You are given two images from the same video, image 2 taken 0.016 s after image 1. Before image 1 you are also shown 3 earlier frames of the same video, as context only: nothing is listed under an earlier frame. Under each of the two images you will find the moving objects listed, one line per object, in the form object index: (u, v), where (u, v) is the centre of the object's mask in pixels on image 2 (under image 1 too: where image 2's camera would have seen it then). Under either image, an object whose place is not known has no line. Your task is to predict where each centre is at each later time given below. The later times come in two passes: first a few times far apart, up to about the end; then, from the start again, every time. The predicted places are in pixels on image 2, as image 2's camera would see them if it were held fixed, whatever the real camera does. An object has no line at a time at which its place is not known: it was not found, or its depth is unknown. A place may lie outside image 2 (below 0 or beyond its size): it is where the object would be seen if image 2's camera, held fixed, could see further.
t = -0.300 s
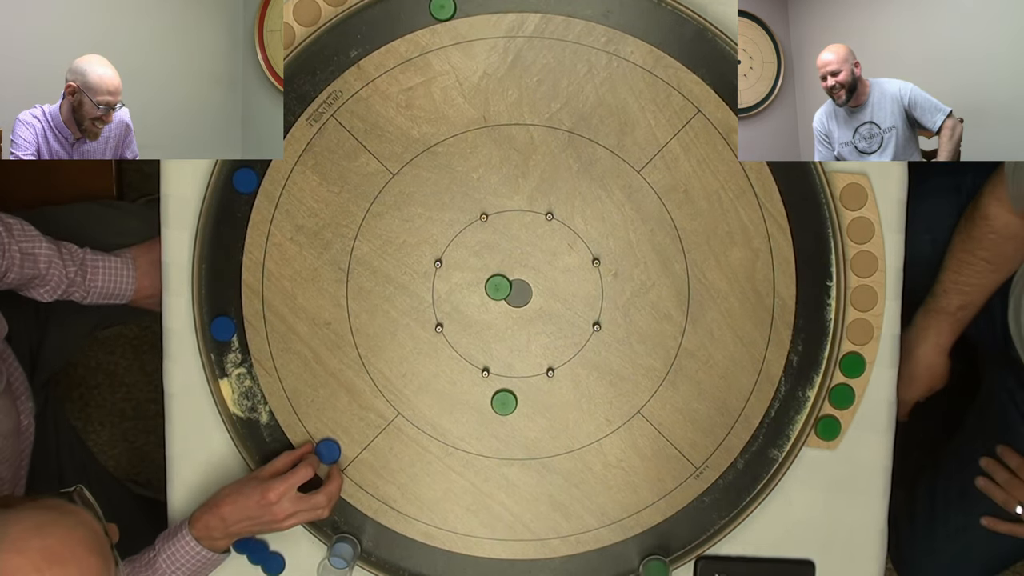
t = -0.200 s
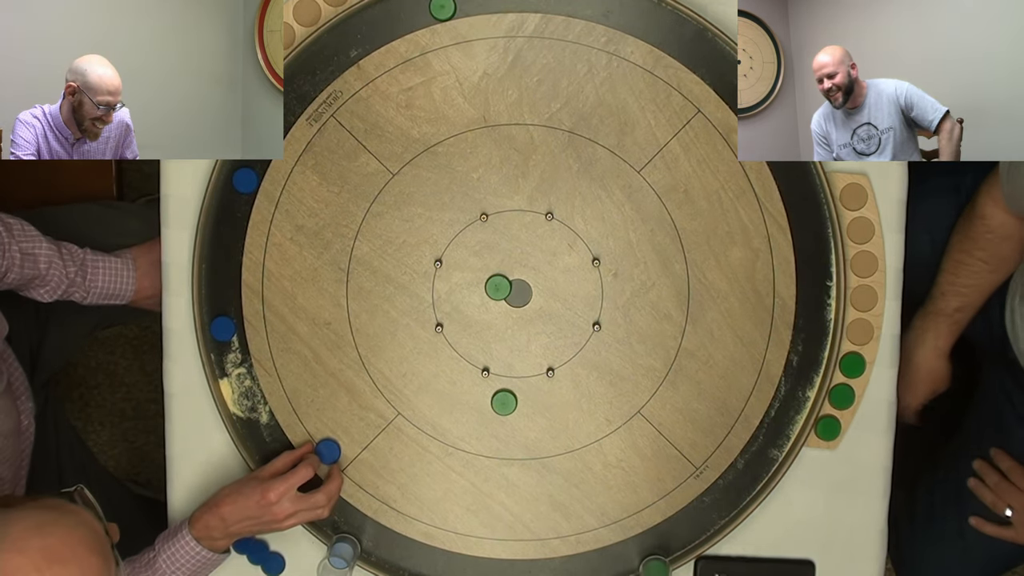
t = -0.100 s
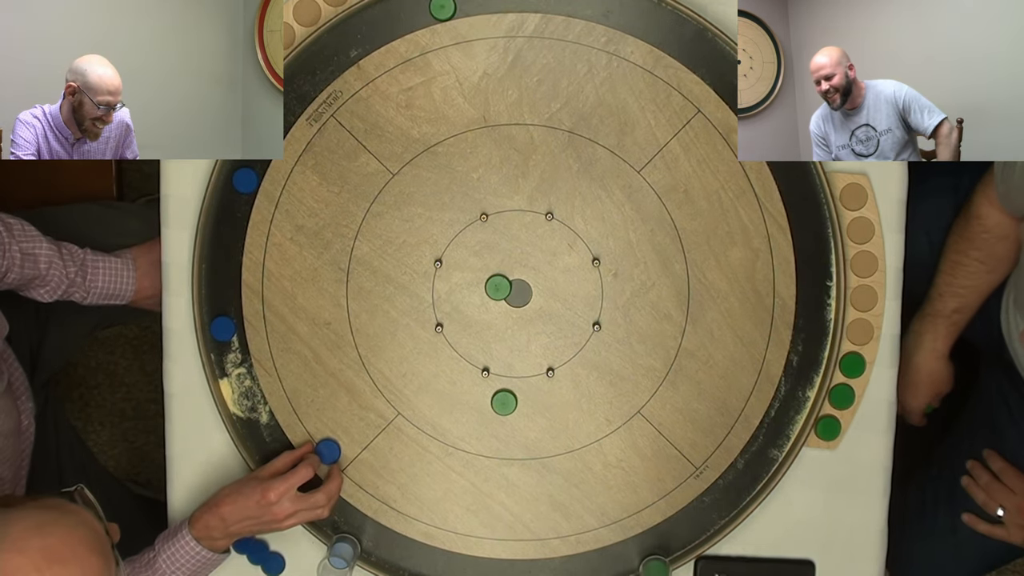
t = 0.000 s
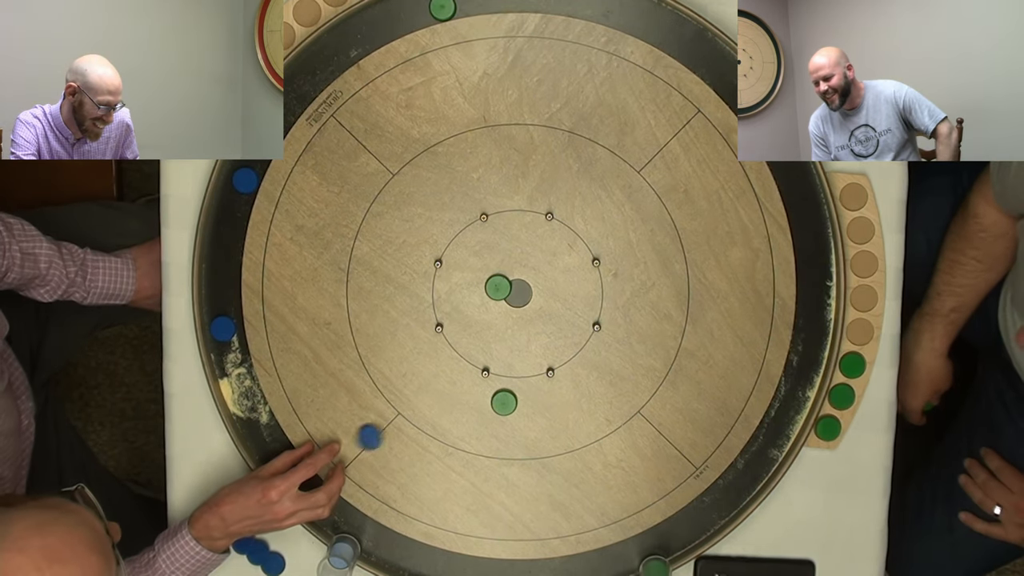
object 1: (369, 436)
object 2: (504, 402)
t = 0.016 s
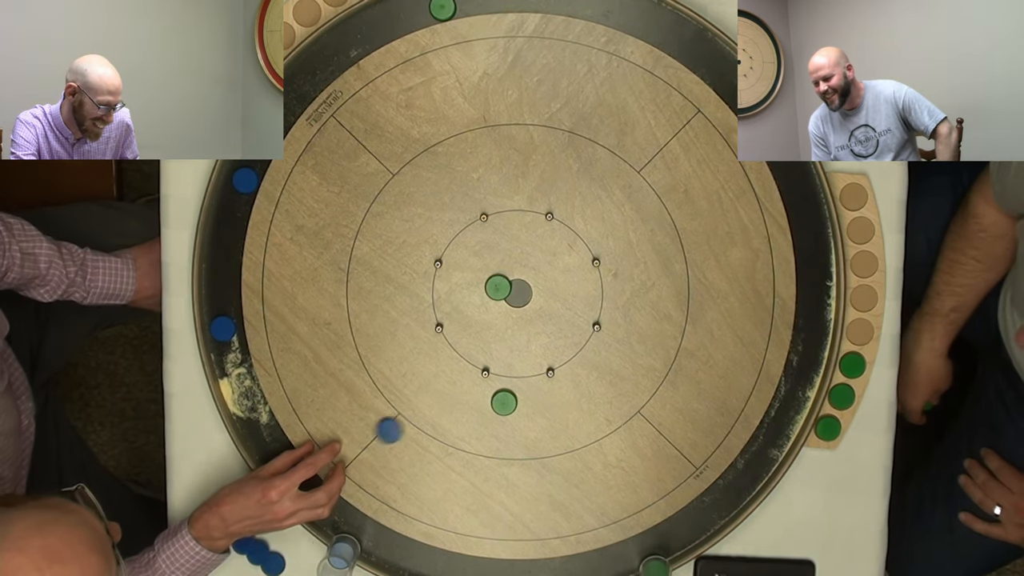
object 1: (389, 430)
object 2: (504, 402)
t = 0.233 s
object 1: (469, 410)
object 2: (626, 403)
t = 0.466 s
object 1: (463, 420)
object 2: (792, 403)
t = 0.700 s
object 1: (463, 421)
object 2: (790, 392)
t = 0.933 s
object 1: (463, 420)
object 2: (800, 398)
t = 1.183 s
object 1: (463, 421)
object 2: (800, 398)
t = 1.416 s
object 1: (463, 421)
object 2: (800, 398)
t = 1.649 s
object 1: (463, 420)
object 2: (800, 398)
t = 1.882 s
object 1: (463, 421)
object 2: (800, 398)
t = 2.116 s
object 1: (463, 421)
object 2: (800, 398)
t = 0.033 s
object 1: (408, 423)
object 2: (504, 402)
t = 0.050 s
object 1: (426, 417)
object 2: (504, 402)
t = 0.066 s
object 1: (444, 411)
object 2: (504, 402)
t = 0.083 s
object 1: (462, 405)
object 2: (504, 402)
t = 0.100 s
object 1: (477, 399)
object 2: (506, 402)
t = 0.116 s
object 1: (480, 393)
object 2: (522, 402)
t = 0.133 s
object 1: (481, 389)
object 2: (537, 402)
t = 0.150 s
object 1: (479, 393)
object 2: (552, 403)
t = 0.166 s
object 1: (477, 397)
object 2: (568, 403)
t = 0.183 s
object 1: (474, 401)
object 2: (583, 403)
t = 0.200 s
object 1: (472, 404)
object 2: (598, 403)
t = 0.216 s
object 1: (471, 407)
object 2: (612, 403)
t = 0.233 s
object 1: (469, 410)
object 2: (626, 403)
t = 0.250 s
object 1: (468, 413)
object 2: (640, 403)
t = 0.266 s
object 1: (466, 415)
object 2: (654, 404)
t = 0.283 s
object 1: (465, 417)
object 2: (668, 404)
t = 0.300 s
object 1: (464, 418)
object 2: (681, 404)
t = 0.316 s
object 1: (464, 419)
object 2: (694, 404)
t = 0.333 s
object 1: (463, 420)
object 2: (707, 404)
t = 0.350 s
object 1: (463, 420)
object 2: (719, 404)
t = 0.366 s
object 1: (463, 420)
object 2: (730, 404)
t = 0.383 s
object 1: (463, 420)
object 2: (742, 404)
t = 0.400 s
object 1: (463, 421)
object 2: (753, 403)
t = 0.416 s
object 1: (463, 421)
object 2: (763, 404)
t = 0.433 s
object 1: (463, 421)
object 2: (773, 404)
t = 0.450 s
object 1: (463, 421)
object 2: (783, 404)
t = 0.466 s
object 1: (463, 420)
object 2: (792, 403)
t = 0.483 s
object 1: (463, 420)
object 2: (798, 401)
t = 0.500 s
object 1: (463, 420)
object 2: (795, 397)
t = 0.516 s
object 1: (463, 420)
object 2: (791, 393)
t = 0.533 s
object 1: (463, 420)
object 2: (791, 392)
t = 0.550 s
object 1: (463, 421)
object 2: (794, 393)
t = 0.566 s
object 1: (463, 421)
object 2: (797, 394)
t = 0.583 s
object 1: (463, 421)
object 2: (801, 395)
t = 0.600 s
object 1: (463, 420)
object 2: (800, 394)
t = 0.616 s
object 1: (463, 420)
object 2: (797, 393)
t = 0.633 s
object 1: (463, 420)
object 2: (795, 393)
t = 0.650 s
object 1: (463, 421)
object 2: (793, 392)
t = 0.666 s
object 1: (463, 421)
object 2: (790, 391)
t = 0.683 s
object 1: (463, 421)
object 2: (789, 391)
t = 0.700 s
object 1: (463, 421)
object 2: (790, 392)
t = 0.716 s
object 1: (463, 420)
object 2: (792, 392)
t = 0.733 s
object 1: (463, 420)
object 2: (794, 393)
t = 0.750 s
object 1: (463, 421)
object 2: (795, 394)
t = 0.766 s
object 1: (463, 421)
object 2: (795, 394)
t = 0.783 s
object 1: (463, 420)
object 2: (796, 395)
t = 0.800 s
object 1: (463, 420)
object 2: (797, 396)
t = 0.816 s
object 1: (463, 420)
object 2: (798, 396)
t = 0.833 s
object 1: (463, 420)
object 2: (799, 397)
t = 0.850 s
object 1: (463, 420)
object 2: (800, 397)
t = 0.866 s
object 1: (463, 420)
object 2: (800, 397)
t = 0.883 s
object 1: (463, 420)
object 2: (800, 397)
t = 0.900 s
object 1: (463, 420)
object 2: (800, 398)
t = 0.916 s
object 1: (463, 420)
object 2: (800, 398)
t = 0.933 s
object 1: (463, 420)
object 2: (800, 398)
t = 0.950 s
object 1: (463, 421)
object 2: (800, 398)
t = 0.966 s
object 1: (463, 420)
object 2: (800, 398)
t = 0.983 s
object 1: (463, 420)
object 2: (800, 398)
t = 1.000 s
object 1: (463, 420)
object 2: (800, 398)
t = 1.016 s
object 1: (463, 421)
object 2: (800, 398)
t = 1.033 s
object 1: (463, 421)
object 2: (800, 398)
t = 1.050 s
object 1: (463, 420)
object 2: (800, 398)
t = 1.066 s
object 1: (463, 420)
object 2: (800, 398)
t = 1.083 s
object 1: (463, 420)
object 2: (800, 398)
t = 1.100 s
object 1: (463, 421)
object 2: (800, 398)
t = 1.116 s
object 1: (463, 420)
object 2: (800, 398)
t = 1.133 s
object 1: (463, 421)
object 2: (800, 398)
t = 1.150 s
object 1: (463, 420)
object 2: (800, 398)
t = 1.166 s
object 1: (463, 421)
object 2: (800, 398)
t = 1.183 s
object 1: (463, 421)
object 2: (800, 398)
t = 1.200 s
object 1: (463, 420)
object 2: (800, 398)
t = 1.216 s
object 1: (463, 420)
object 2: (800, 398)
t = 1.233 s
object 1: (463, 420)
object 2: (800, 398)
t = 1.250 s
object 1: (463, 421)
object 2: (800, 398)
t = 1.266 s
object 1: (463, 421)
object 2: (800, 398)
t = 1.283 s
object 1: (463, 421)
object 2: (800, 398)
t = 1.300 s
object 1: (463, 421)
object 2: (800, 398)
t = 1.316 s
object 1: (463, 421)
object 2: (800, 398)
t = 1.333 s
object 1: (463, 421)
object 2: (800, 398)
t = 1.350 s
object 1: (463, 421)
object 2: (800, 398)
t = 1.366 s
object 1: (463, 421)
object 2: (800, 398)
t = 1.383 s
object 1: (463, 420)
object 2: (800, 398)
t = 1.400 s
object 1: (463, 420)
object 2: (800, 398)
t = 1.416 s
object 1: (463, 421)
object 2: (800, 398)
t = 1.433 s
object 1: (463, 421)
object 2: (800, 398)
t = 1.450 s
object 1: (463, 421)
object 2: (800, 398)
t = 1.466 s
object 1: (463, 421)
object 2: (800, 398)
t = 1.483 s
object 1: (463, 421)
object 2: (800, 398)
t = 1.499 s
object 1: (463, 420)
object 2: (800, 398)
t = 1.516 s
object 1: (463, 420)
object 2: (800, 398)
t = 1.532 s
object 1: (463, 420)
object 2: (800, 398)
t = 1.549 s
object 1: (463, 421)
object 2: (800, 398)
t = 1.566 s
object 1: (463, 421)
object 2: (800, 398)
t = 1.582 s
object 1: (463, 420)
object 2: (800, 398)
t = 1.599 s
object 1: (463, 421)
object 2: (800, 398)
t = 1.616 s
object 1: (463, 420)
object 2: (800, 398)
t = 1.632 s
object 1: (463, 421)
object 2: (800, 398)
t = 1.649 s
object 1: (463, 420)
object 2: (800, 398)
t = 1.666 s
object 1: (463, 420)
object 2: (800, 398)
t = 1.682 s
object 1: (463, 421)
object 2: (800, 398)
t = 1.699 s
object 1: (463, 421)
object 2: (800, 398)
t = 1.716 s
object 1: (463, 421)
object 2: (800, 398)
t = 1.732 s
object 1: (463, 421)
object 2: (800, 398)
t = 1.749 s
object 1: (463, 420)
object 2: (800, 398)
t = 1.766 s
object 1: (463, 420)
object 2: (800, 398)
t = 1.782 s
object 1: (463, 421)
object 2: (800, 398)
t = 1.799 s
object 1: (463, 421)
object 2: (800, 398)
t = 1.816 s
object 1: (463, 421)
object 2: (800, 398)
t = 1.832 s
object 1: (463, 421)
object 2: (800, 398)
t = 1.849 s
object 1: (463, 421)
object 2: (800, 398)
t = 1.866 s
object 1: (463, 421)
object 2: (800, 398)
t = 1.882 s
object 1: (463, 421)
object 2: (800, 398)
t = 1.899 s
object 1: (463, 421)
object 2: (800, 398)
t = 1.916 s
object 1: (463, 420)
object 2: (800, 398)
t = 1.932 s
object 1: (463, 420)
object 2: (800, 398)
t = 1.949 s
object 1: (463, 421)
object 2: (800, 398)
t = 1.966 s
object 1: (463, 421)
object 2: (800, 398)
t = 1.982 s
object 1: (463, 420)
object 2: (800, 398)
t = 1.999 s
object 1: (463, 421)
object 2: (800, 398)
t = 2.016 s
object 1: (463, 421)
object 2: (800, 398)
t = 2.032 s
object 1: (463, 421)
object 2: (800, 398)
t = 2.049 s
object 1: (463, 421)
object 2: (800, 398)
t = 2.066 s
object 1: (463, 420)
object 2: (800, 398)
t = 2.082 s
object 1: (463, 421)
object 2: (800, 398)
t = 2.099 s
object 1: (463, 420)
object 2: (800, 398)
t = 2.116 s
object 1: (463, 421)
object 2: (800, 398)
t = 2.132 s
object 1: (463, 421)
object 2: (800, 398)
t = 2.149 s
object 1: (463, 421)
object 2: (800, 398)
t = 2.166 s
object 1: (463, 421)
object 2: (800, 398)
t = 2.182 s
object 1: (463, 421)
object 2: (800, 398)
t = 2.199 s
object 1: (463, 421)
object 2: (800, 398)
